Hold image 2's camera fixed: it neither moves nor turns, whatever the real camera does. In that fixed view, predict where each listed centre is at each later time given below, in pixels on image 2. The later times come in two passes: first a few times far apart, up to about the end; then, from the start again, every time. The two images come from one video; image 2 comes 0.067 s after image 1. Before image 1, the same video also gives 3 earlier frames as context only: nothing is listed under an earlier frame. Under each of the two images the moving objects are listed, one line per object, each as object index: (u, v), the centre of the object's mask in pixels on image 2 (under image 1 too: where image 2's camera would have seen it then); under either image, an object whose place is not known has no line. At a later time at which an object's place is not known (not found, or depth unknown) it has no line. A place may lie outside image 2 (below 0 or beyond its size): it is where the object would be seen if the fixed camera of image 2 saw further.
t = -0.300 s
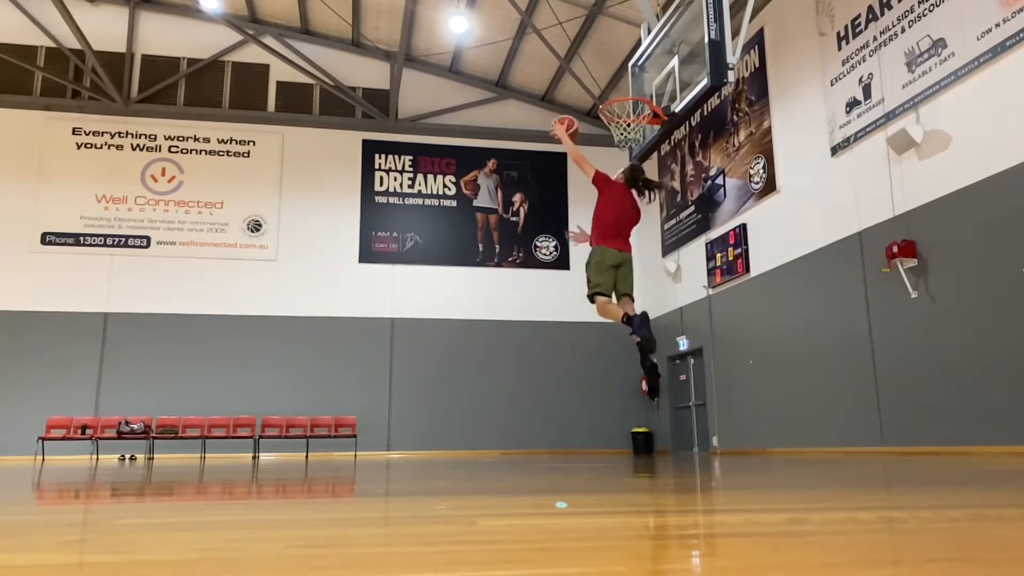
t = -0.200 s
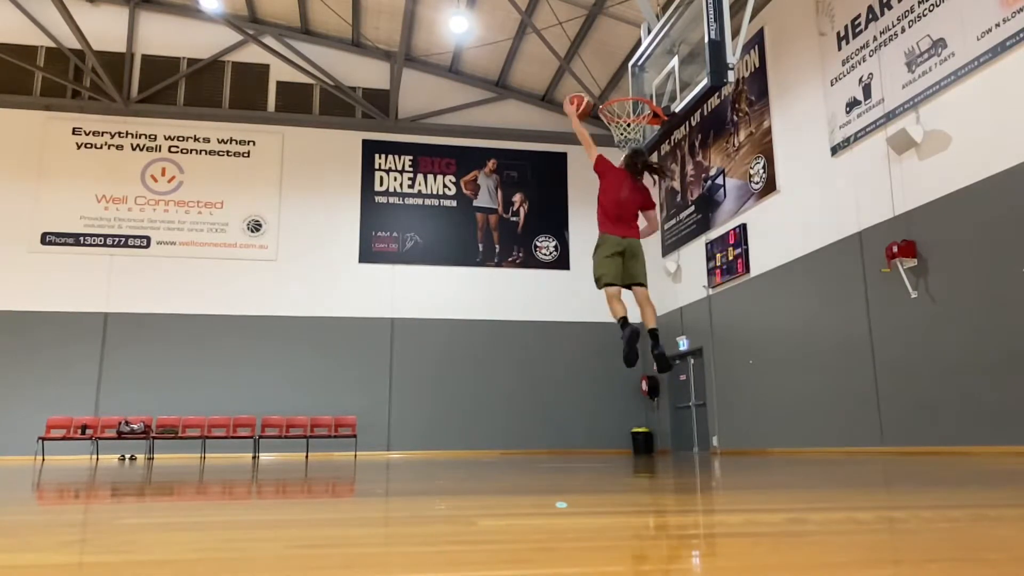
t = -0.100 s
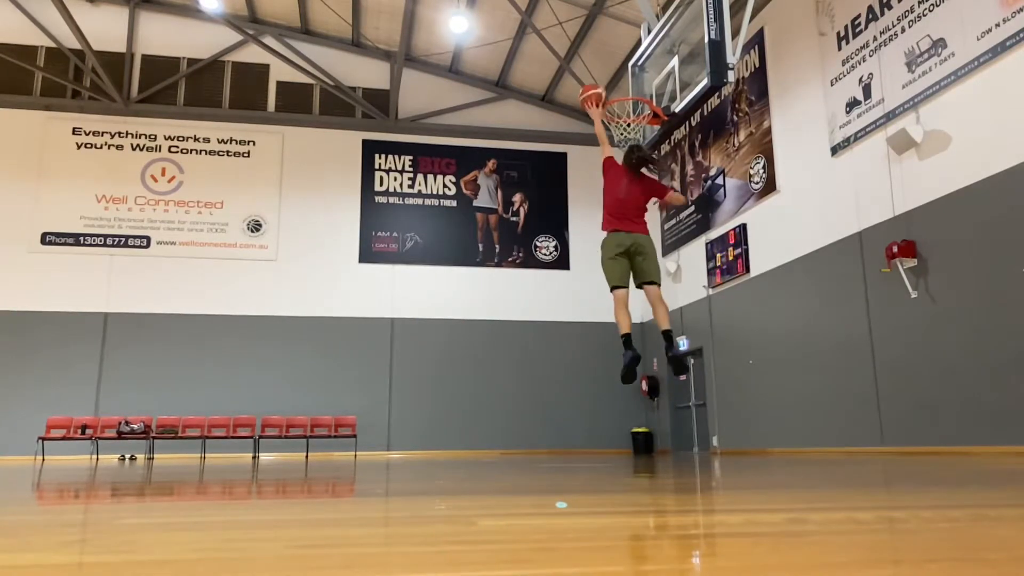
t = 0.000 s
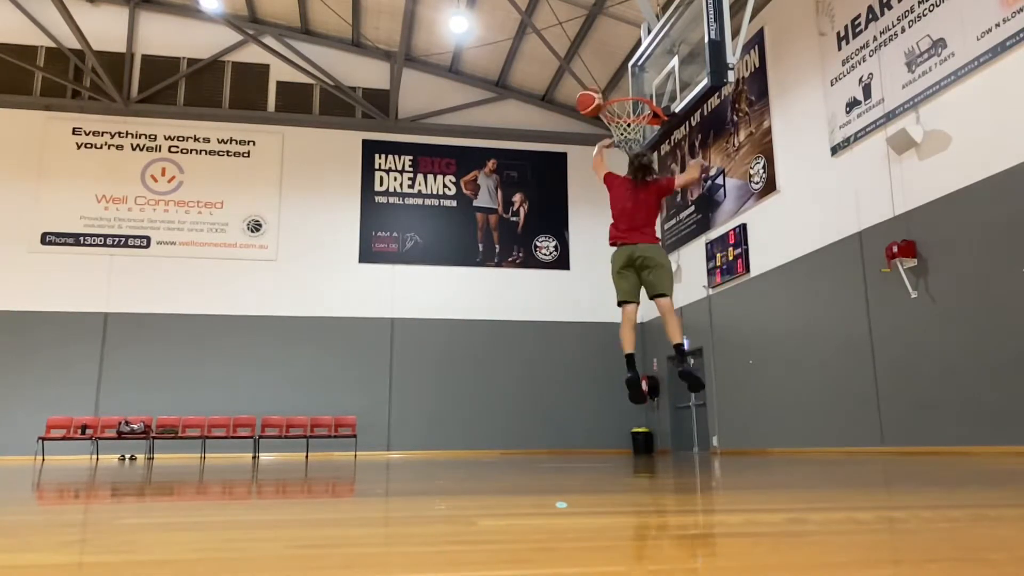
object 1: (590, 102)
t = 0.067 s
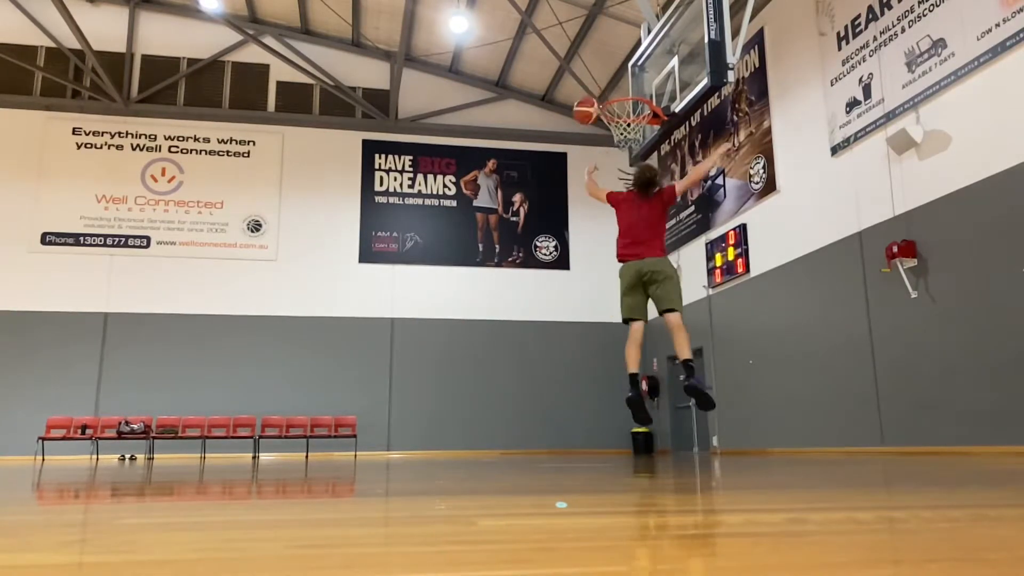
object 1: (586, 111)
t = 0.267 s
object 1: (580, 167)
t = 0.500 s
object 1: (573, 292)
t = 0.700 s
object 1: (569, 436)
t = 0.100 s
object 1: (585, 117)
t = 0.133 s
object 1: (584, 125)
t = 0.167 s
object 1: (584, 133)
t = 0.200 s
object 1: (582, 143)
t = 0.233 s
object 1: (581, 155)
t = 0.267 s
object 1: (580, 167)
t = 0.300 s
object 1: (578, 182)
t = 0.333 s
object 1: (577, 196)
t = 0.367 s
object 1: (576, 212)
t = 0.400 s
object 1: (575, 230)
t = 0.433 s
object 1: (575, 249)
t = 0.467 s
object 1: (574, 270)
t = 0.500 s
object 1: (573, 292)
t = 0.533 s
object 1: (573, 315)
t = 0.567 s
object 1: (572, 340)
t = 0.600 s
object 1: (571, 368)
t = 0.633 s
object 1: (571, 397)
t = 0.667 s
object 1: (570, 428)
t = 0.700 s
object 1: (569, 436)
